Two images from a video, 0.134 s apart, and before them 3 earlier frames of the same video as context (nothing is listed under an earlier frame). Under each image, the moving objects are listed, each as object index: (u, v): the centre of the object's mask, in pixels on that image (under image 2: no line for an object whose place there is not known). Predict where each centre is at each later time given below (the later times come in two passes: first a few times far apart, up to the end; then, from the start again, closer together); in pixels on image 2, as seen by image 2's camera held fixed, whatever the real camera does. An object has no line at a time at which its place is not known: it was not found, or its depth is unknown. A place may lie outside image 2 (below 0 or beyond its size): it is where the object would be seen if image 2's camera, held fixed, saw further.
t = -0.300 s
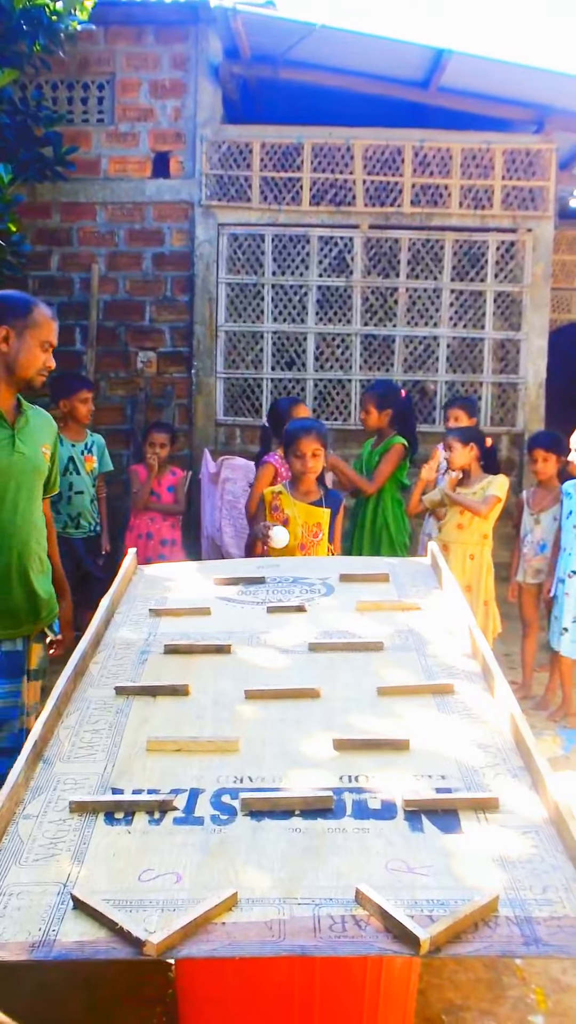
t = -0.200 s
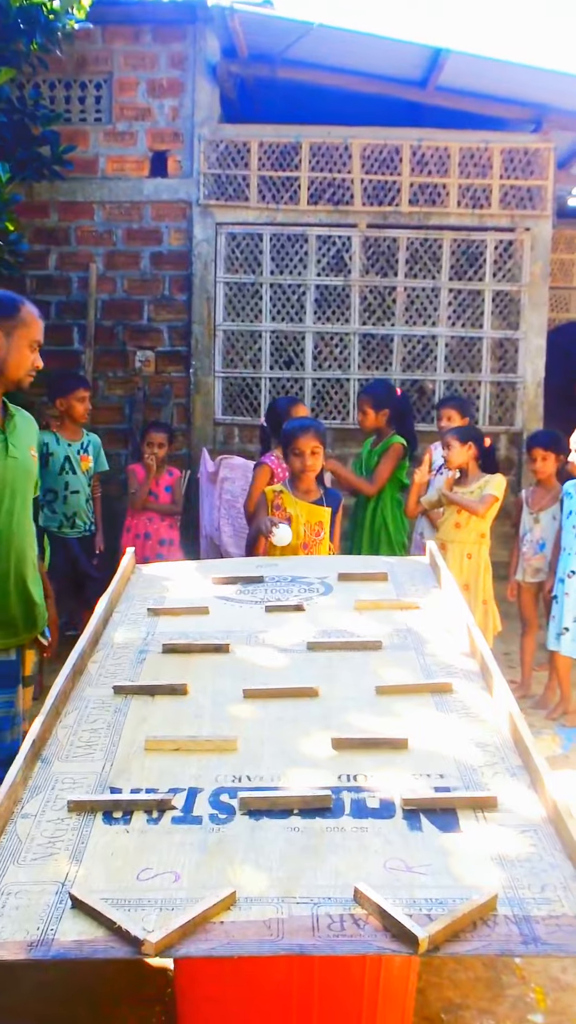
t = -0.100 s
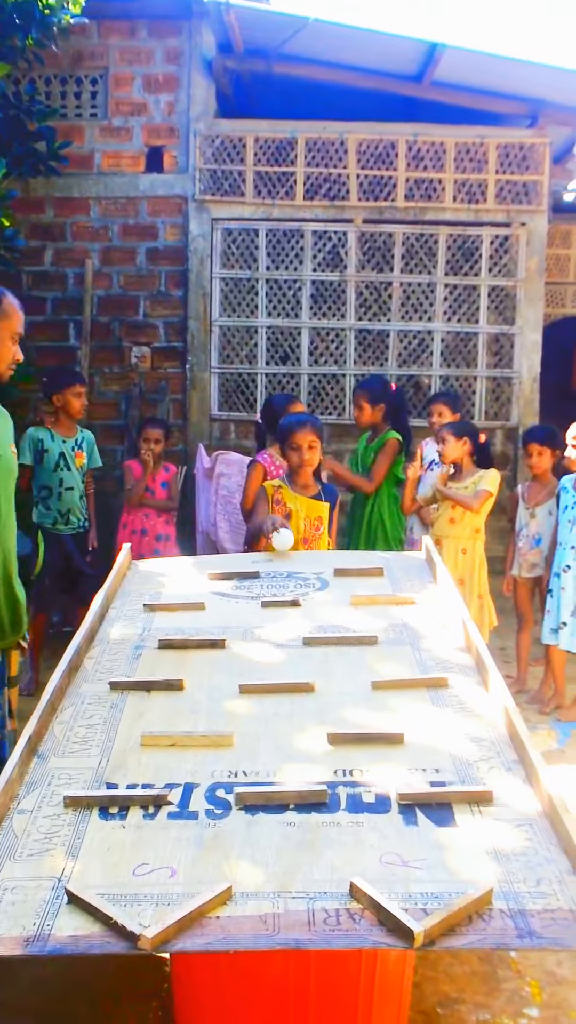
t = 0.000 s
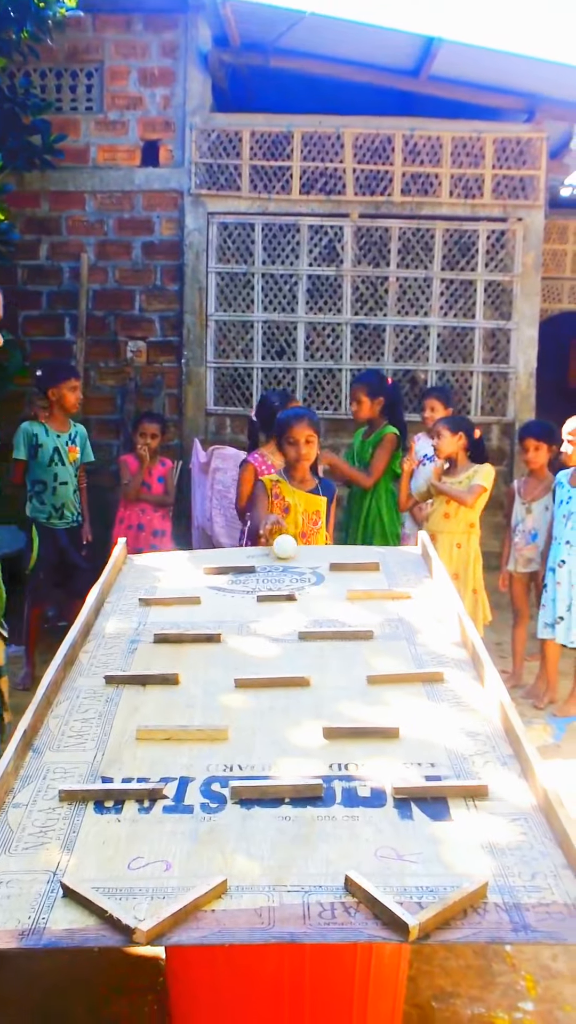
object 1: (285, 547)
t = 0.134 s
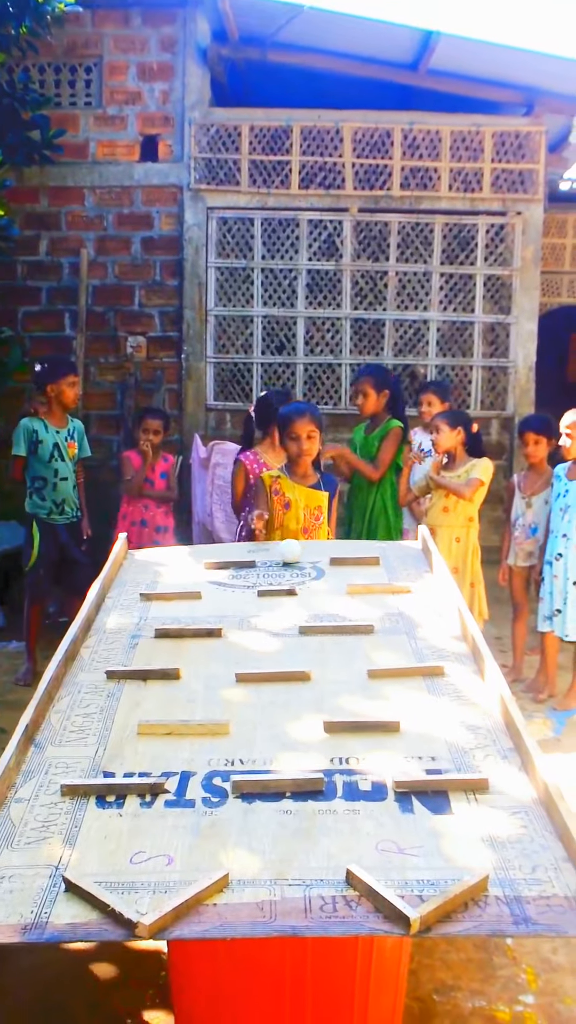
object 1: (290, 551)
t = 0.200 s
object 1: (292, 557)
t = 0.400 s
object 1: (302, 573)
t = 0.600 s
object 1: (316, 587)
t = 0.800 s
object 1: (332, 607)
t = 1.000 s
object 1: (344, 608)
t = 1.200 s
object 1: (359, 611)
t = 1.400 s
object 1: (370, 613)
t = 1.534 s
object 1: (379, 614)
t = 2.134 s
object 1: (379, 648)
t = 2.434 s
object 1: (347, 655)
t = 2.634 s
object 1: (326, 661)
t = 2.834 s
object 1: (325, 669)
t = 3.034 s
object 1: (326, 682)
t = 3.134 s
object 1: (326, 692)
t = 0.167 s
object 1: (291, 554)
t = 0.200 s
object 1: (292, 557)
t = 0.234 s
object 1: (294, 561)
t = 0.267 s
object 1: (296, 564)
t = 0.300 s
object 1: (297, 568)
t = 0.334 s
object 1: (298, 572)
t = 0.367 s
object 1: (299, 575)
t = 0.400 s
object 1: (302, 573)
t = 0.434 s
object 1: (305, 572)
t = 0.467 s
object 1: (307, 575)
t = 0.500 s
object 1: (310, 580)
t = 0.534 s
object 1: (314, 582)
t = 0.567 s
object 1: (315, 584)
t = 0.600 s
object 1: (316, 587)
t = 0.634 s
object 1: (319, 592)
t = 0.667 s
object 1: (322, 602)
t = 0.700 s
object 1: (325, 603)
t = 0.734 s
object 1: (326, 601)
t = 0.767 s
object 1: (330, 603)
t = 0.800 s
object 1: (332, 607)
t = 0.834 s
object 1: (335, 608)
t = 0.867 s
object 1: (335, 610)
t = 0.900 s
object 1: (339, 607)
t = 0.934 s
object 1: (340, 607)
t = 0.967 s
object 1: (342, 608)
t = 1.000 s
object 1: (344, 608)
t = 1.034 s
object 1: (346, 609)
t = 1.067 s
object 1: (348, 610)
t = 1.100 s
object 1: (349, 610)
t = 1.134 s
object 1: (353, 610)
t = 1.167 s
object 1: (355, 612)
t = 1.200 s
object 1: (359, 611)
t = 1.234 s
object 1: (360, 611)
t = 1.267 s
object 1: (361, 611)
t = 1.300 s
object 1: (363, 611)
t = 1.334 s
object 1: (366, 611)
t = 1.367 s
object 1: (369, 612)
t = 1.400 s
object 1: (370, 613)
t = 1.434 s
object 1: (372, 612)
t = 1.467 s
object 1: (374, 612)
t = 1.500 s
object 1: (377, 613)
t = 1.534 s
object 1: (379, 614)
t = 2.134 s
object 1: (379, 648)
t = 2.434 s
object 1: (347, 655)
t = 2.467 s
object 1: (342, 656)
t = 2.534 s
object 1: (333, 658)
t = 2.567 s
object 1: (328, 660)
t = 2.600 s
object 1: (326, 660)
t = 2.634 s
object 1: (326, 661)
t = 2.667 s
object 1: (326, 662)
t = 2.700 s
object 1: (326, 663)
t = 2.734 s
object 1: (326, 664)
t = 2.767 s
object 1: (326, 666)
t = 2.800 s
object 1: (325, 667)
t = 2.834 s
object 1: (325, 669)
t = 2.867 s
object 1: (325, 670)
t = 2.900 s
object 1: (325, 672)
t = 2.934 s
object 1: (326, 674)
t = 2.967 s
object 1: (326, 676)
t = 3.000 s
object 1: (326, 679)
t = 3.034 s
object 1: (326, 682)
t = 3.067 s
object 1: (326, 685)
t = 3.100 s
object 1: (326, 688)
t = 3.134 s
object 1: (326, 692)
